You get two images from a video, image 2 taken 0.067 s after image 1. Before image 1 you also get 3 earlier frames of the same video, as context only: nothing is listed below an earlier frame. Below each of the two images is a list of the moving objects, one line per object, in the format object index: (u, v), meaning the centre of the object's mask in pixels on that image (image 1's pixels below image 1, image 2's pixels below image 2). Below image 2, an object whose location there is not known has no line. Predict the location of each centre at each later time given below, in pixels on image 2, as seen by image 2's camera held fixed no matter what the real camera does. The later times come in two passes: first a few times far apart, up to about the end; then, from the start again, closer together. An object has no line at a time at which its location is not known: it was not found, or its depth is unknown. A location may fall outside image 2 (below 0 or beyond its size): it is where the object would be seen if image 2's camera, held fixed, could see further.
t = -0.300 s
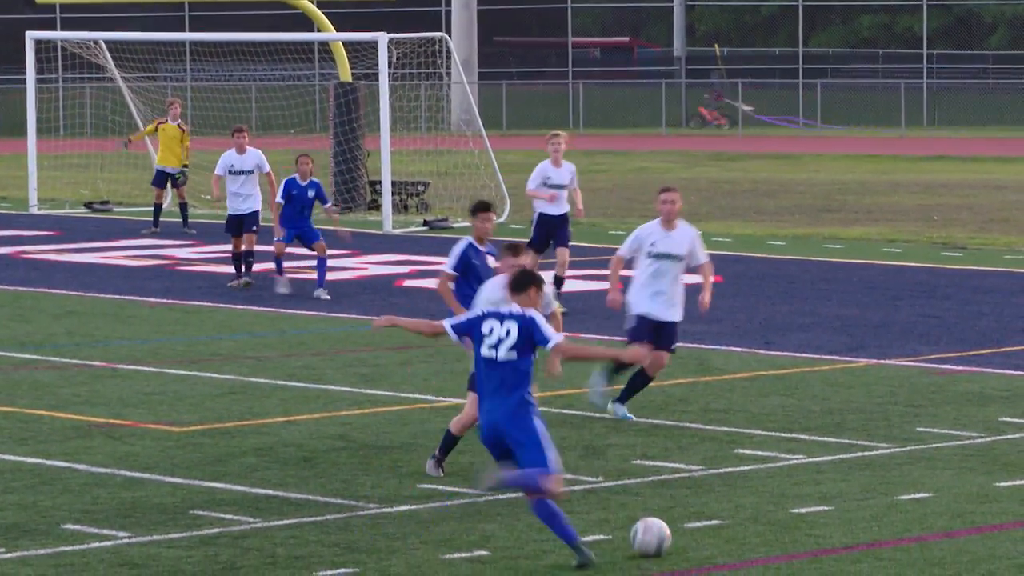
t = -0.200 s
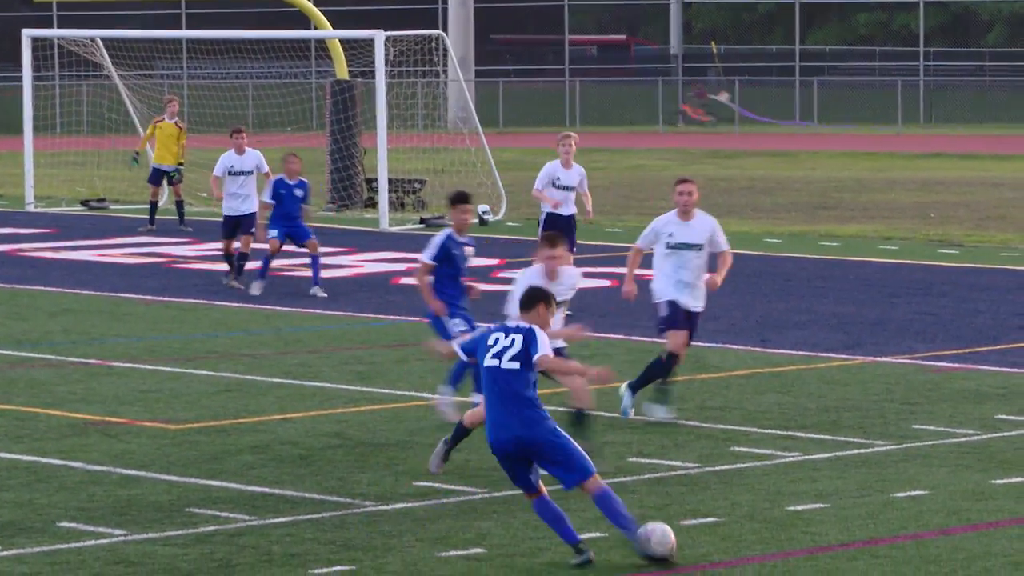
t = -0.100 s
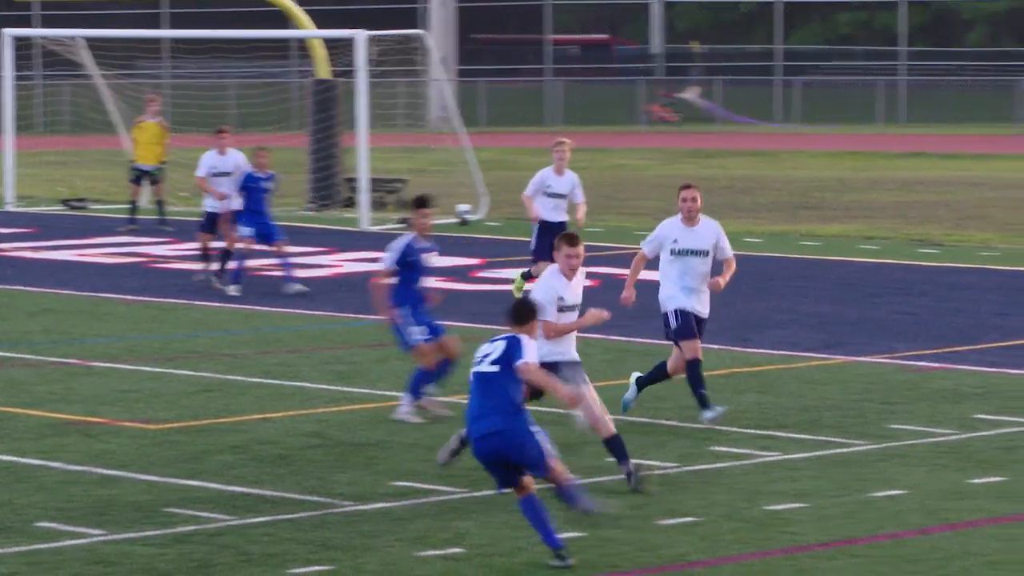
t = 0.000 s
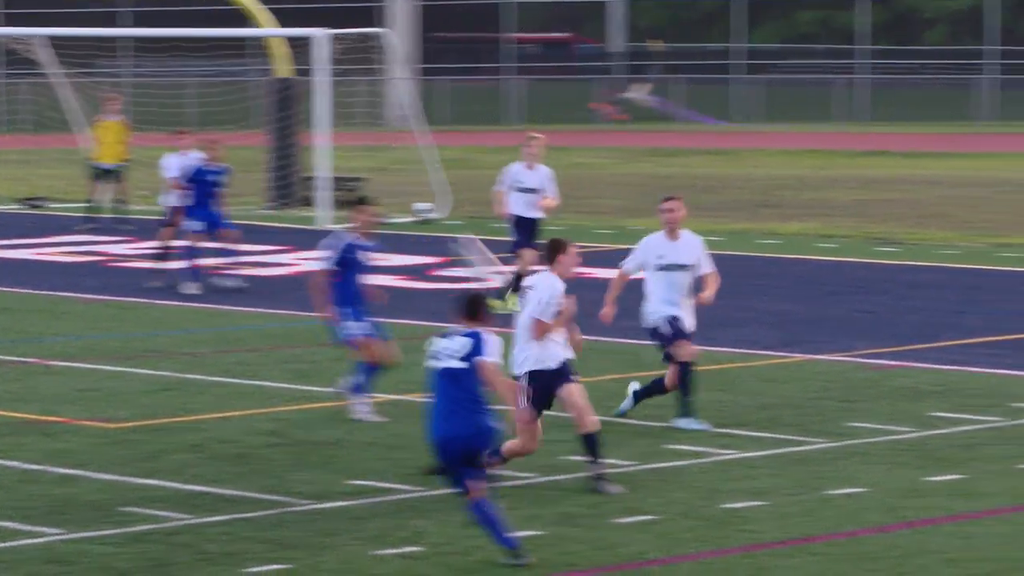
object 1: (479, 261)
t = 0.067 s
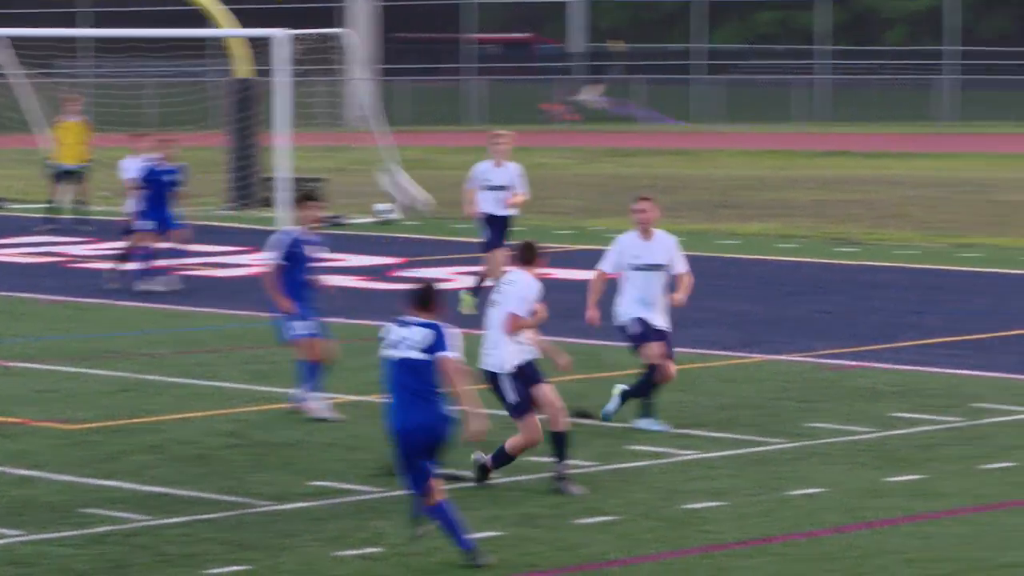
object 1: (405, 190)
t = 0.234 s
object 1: (315, 51)
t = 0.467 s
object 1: (204, -64)
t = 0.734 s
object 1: (91, -113)
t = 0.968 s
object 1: (0, -106)
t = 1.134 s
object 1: (-59, -77)
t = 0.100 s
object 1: (388, 157)
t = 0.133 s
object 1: (369, 128)
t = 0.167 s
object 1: (351, 99)
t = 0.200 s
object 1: (333, 73)
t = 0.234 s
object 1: (315, 51)
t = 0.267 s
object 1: (299, 29)
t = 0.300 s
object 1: (282, 12)
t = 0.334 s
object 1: (262, -6)
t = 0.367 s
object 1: (248, -24)
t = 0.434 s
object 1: (219, -52)
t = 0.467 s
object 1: (204, -64)
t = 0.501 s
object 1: (189, -73)
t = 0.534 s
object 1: (174, -83)
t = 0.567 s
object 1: (159, -90)
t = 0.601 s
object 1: (146, -96)
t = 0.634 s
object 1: (132, -102)
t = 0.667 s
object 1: (118, -107)
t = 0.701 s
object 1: (105, -110)
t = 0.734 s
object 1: (91, -113)
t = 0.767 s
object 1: (77, -114)
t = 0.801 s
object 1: (64, -114)
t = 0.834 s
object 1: (51, -114)
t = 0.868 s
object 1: (37, -113)
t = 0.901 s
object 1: (25, -112)
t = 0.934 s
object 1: (11, -110)
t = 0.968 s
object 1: (0, -106)
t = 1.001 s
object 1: (-13, -102)
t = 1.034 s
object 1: (-25, -96)
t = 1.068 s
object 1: (-38, -91)
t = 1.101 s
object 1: (-48, -85)
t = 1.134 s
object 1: (-59, -77)
